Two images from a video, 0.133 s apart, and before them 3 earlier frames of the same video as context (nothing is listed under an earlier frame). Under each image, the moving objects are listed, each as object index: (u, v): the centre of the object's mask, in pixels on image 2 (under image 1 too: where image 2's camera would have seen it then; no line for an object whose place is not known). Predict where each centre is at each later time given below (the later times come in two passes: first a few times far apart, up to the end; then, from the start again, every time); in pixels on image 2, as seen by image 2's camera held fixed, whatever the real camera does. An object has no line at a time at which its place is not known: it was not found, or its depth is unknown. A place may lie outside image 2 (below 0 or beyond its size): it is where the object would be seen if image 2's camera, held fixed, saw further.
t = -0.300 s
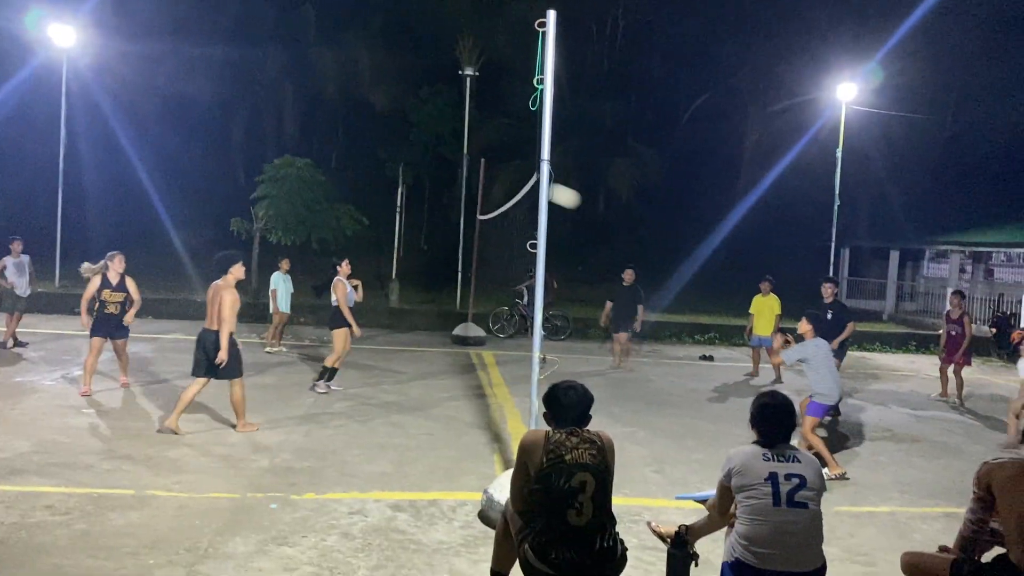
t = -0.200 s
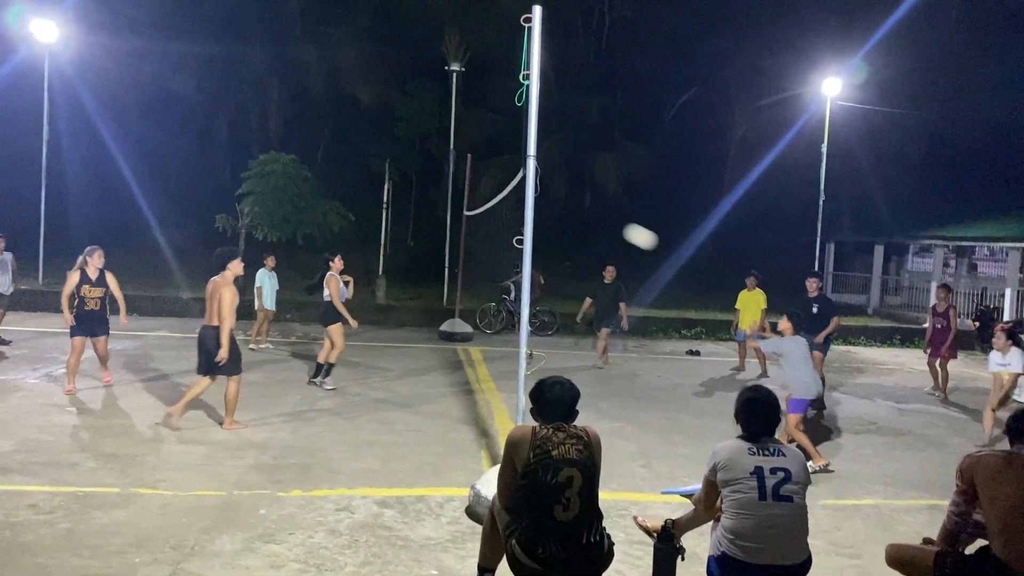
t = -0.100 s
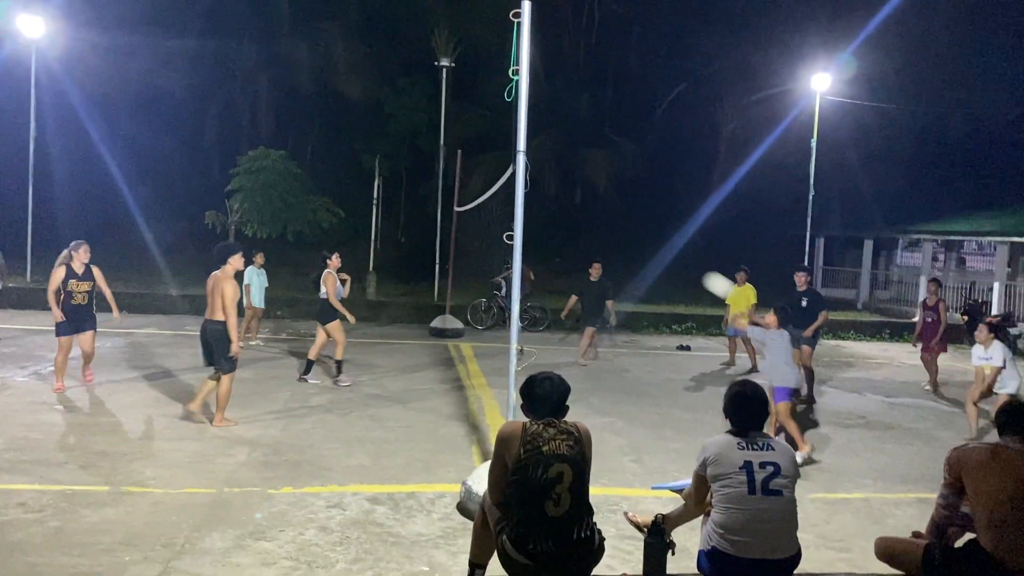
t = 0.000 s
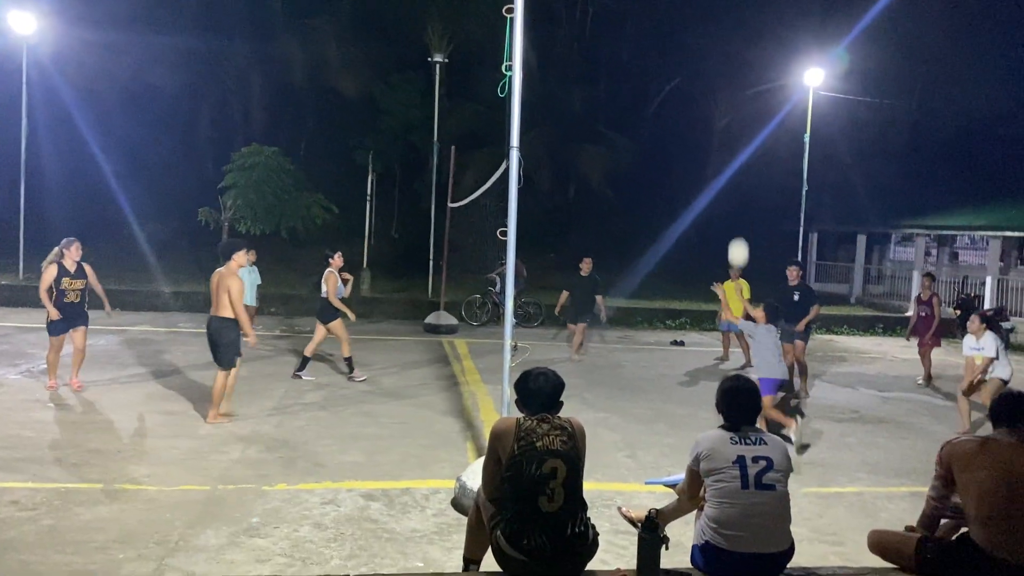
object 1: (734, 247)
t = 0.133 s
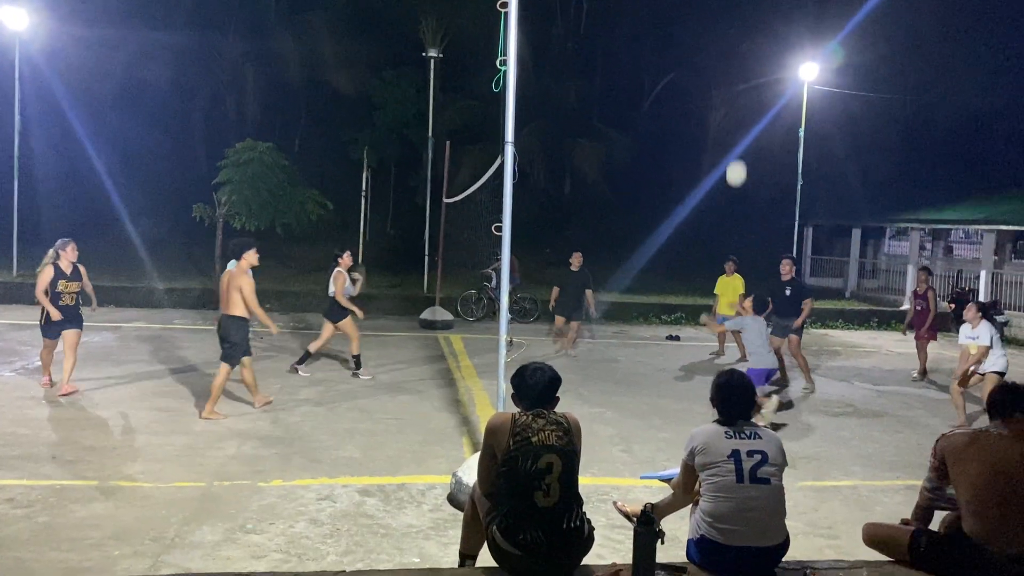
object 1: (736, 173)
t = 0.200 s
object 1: (738, 143)
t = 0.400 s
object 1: (740, 81)
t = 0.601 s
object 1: (740, 57)
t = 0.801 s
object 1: (738, 69)
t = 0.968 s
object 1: (735, 103)
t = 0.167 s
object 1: (737, 157)
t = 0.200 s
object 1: (738, 143)
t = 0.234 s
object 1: (738, 129)
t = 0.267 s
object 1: (738, 117)
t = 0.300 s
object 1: (739, 107)
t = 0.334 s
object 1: (739, 97)
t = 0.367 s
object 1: (739, 89)
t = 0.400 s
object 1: (740, 81)
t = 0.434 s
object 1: (740, 75)
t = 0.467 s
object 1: (740, 69)
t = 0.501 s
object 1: (740, 65)
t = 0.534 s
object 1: (740, 61)
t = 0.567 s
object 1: (740, 59)
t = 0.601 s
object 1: (740, 57)
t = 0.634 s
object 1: (740, 57)
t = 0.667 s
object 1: (740, 58)
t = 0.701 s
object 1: (739, 59)
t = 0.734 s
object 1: (739, 61)
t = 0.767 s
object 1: (739, 65)
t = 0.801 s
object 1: (738, 69)
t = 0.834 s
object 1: (738, 74)
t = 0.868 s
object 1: (737, 80)
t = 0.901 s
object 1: (737, 87)
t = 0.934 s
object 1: (736, 95)
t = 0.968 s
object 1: (735, 103)
